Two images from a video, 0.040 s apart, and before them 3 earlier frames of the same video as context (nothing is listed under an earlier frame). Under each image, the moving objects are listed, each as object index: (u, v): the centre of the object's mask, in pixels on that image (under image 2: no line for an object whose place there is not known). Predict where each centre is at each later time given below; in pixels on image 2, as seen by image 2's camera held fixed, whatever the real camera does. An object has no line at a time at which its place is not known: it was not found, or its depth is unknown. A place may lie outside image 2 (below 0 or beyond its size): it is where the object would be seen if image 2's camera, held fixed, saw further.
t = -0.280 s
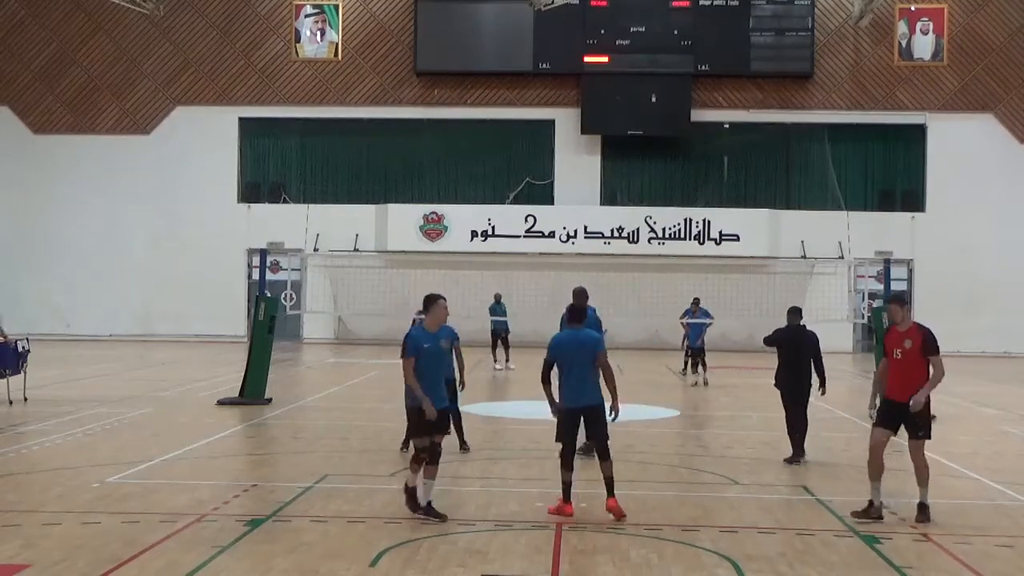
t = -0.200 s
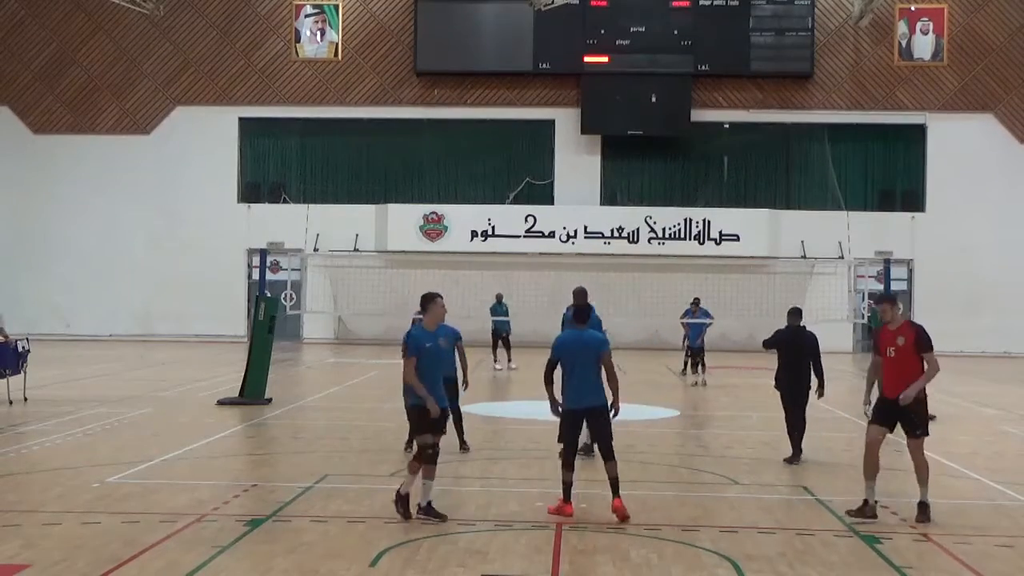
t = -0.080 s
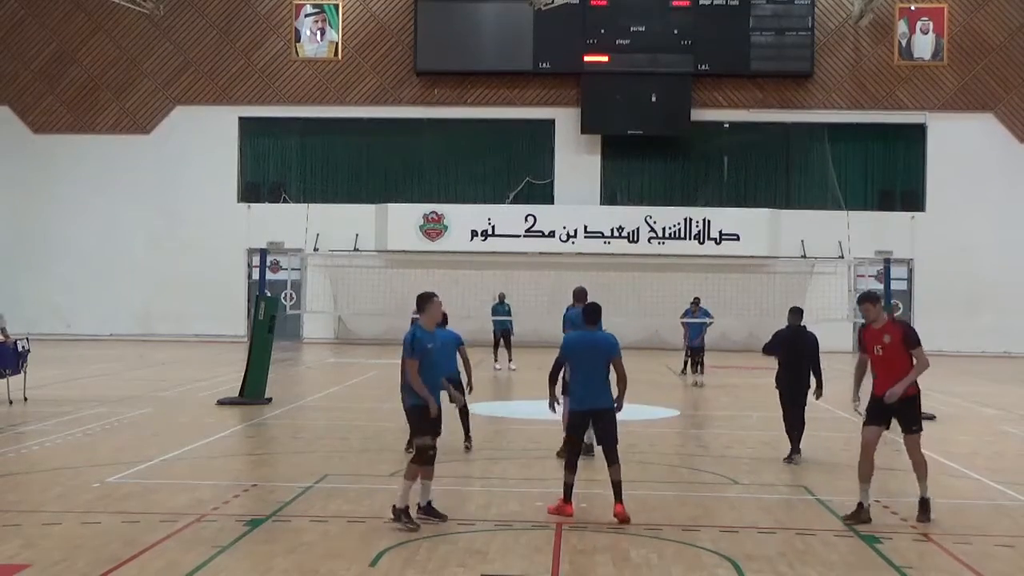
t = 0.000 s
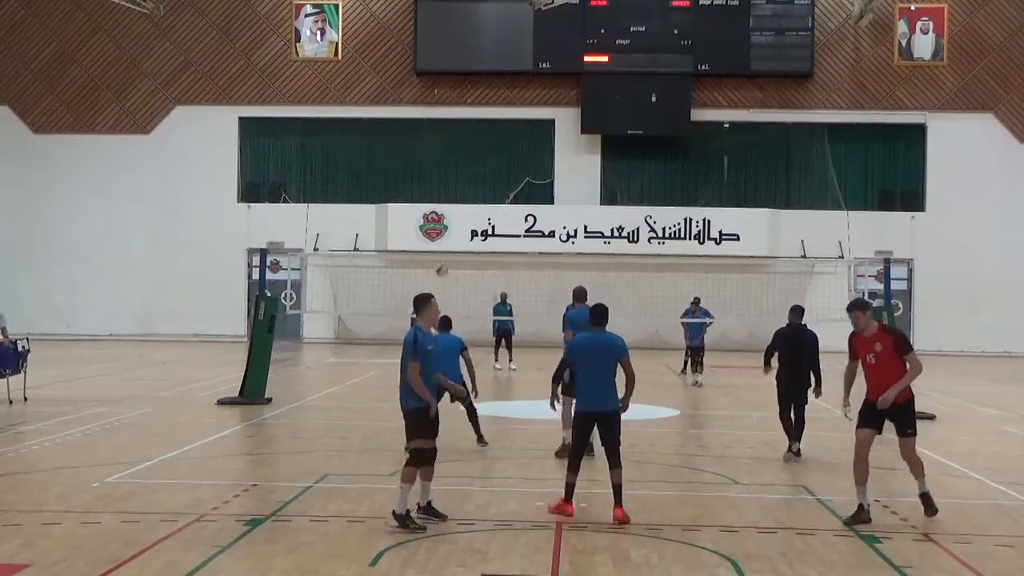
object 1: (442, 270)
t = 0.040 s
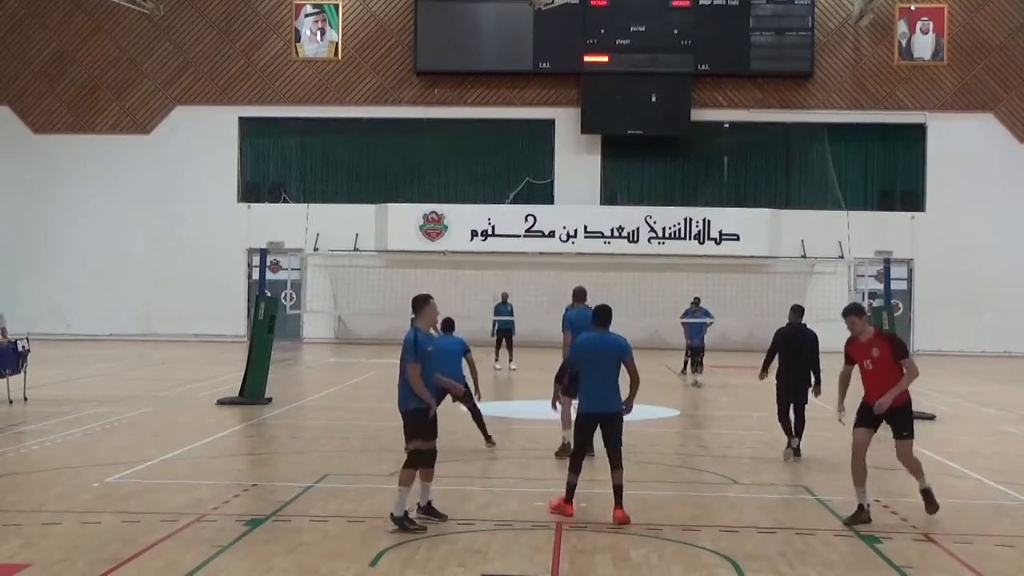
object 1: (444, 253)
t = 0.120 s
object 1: (450, 229)
